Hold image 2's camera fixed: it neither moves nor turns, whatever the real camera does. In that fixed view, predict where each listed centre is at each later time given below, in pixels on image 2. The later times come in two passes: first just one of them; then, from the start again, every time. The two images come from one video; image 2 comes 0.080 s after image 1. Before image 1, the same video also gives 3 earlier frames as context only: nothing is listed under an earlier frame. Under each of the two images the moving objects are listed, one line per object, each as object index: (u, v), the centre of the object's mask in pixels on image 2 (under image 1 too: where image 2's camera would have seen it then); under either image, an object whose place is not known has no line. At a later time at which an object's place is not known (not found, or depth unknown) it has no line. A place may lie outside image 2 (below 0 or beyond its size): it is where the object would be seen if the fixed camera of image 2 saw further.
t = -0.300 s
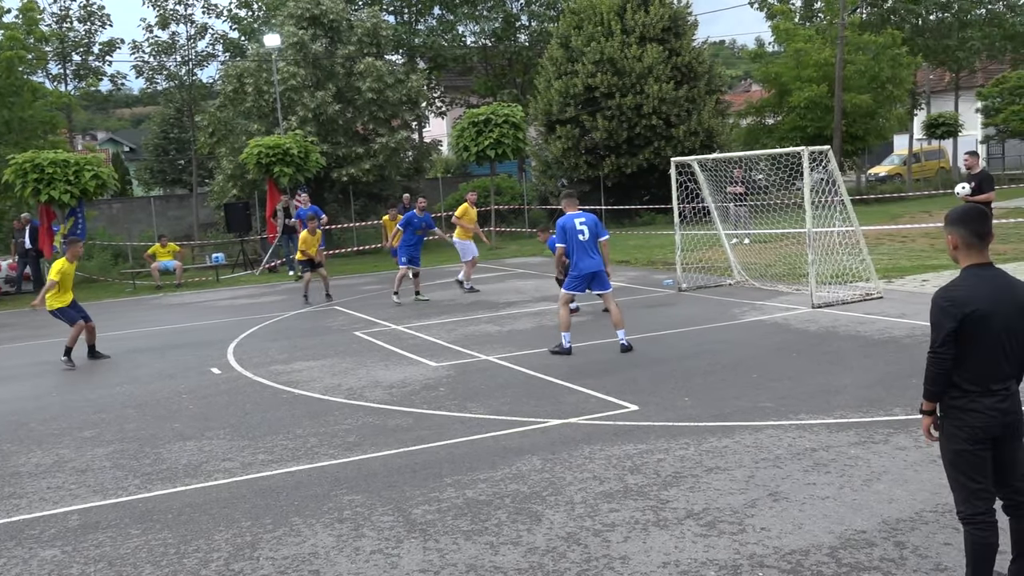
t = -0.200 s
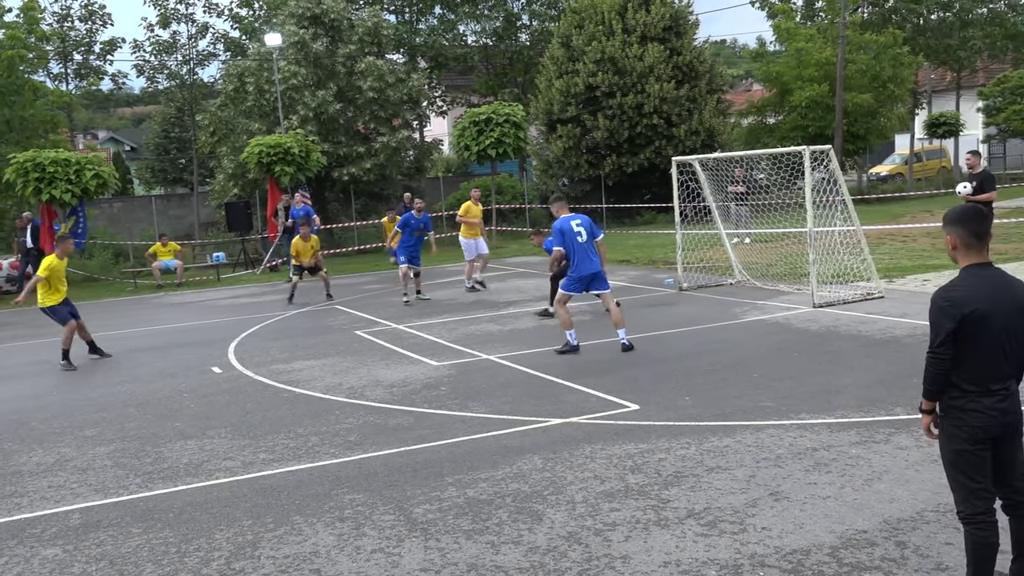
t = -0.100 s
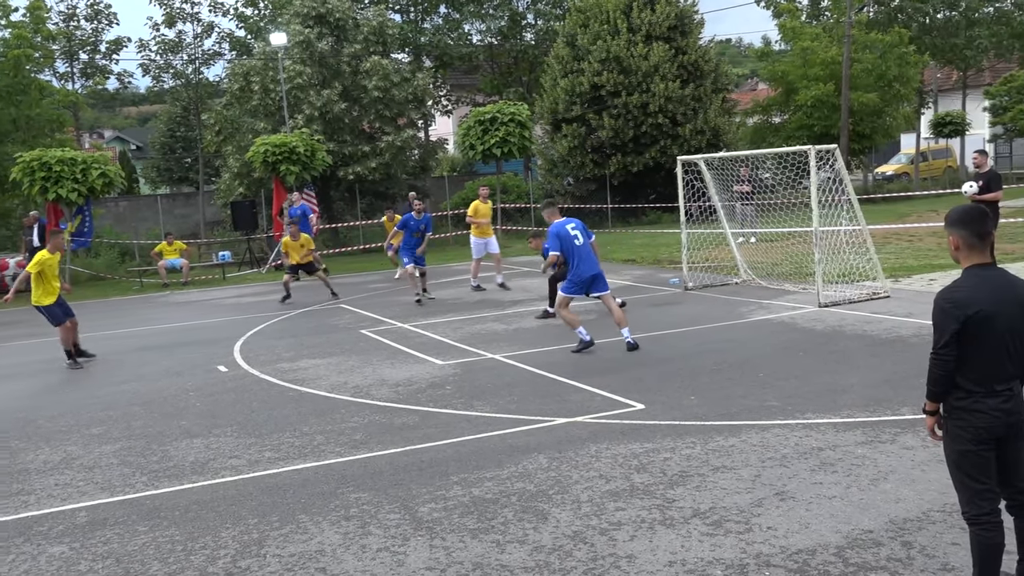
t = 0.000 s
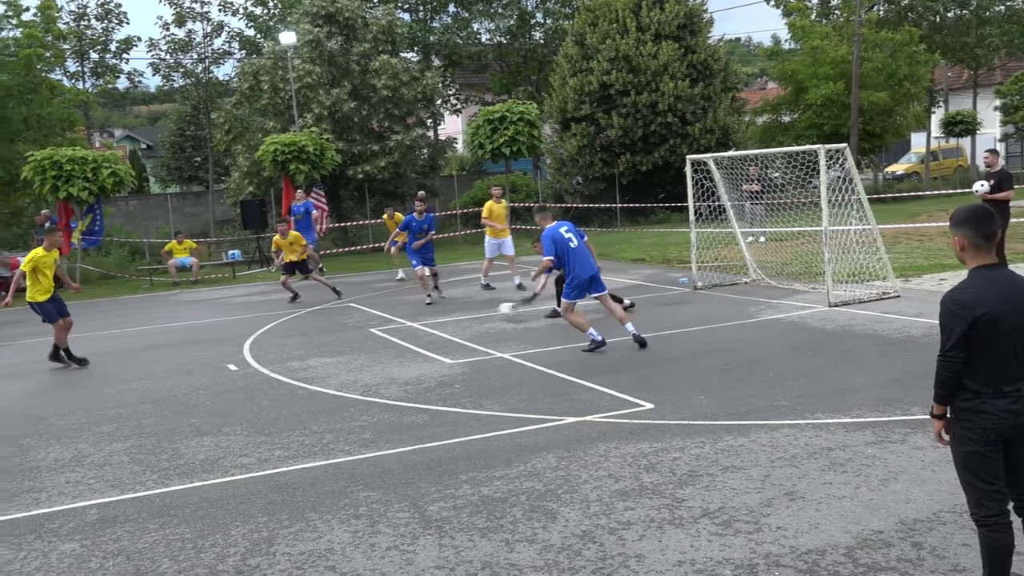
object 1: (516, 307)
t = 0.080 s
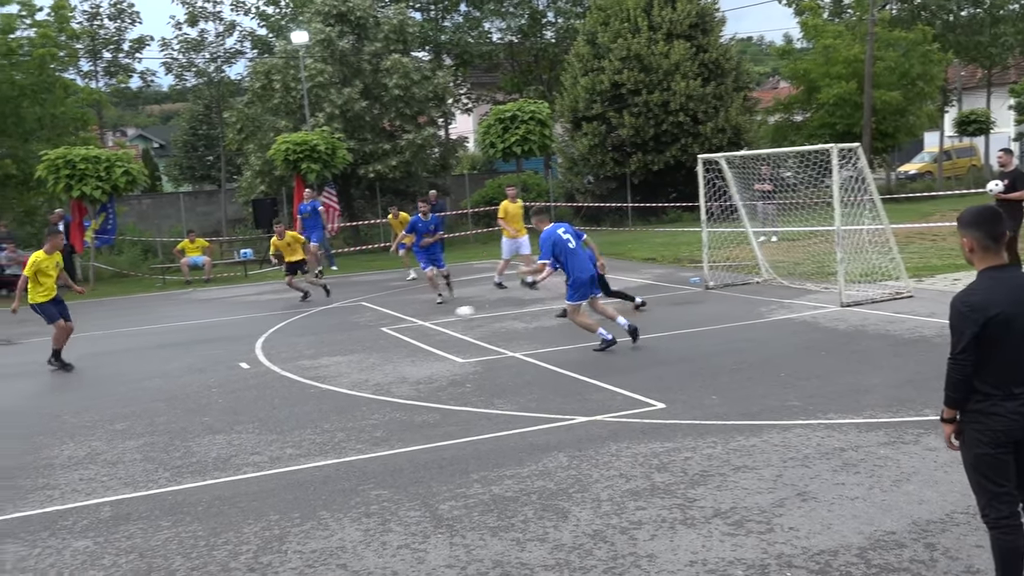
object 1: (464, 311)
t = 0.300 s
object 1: (310, 337)
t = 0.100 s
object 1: (450, 313)
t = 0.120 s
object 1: (436, 316)
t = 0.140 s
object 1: (423, 319)
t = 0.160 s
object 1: (408, 322)
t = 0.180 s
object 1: (394, 325)
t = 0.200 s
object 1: (379, 329)
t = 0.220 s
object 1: (364, 334)
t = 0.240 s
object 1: (350, 336)
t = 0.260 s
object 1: (337, 337)
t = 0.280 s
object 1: (324, 336)
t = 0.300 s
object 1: (310, 337)
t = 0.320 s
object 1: (297, 339)
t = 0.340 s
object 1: (284, 340)
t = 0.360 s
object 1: (270, 342)
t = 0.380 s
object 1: (254, 345)
